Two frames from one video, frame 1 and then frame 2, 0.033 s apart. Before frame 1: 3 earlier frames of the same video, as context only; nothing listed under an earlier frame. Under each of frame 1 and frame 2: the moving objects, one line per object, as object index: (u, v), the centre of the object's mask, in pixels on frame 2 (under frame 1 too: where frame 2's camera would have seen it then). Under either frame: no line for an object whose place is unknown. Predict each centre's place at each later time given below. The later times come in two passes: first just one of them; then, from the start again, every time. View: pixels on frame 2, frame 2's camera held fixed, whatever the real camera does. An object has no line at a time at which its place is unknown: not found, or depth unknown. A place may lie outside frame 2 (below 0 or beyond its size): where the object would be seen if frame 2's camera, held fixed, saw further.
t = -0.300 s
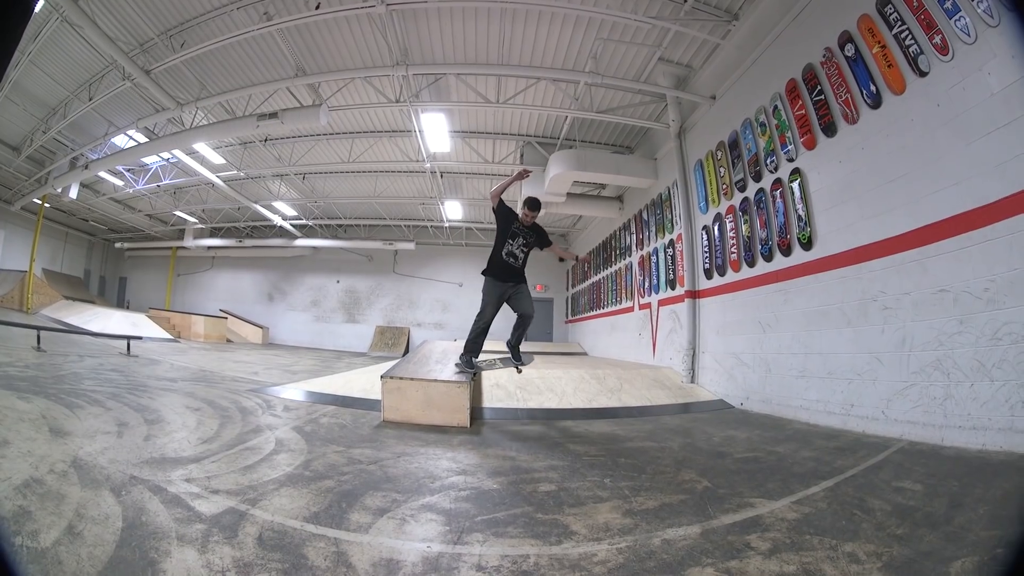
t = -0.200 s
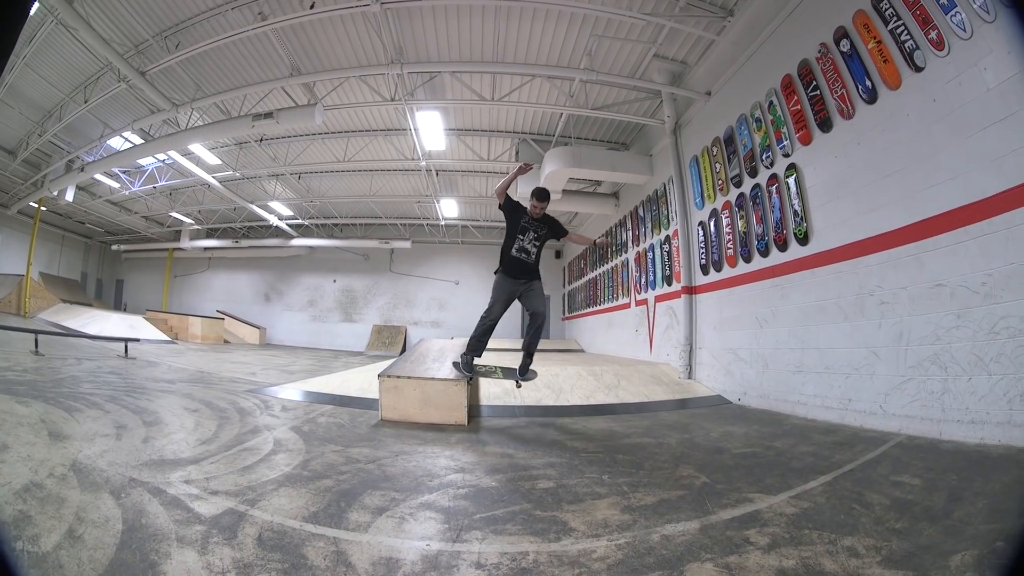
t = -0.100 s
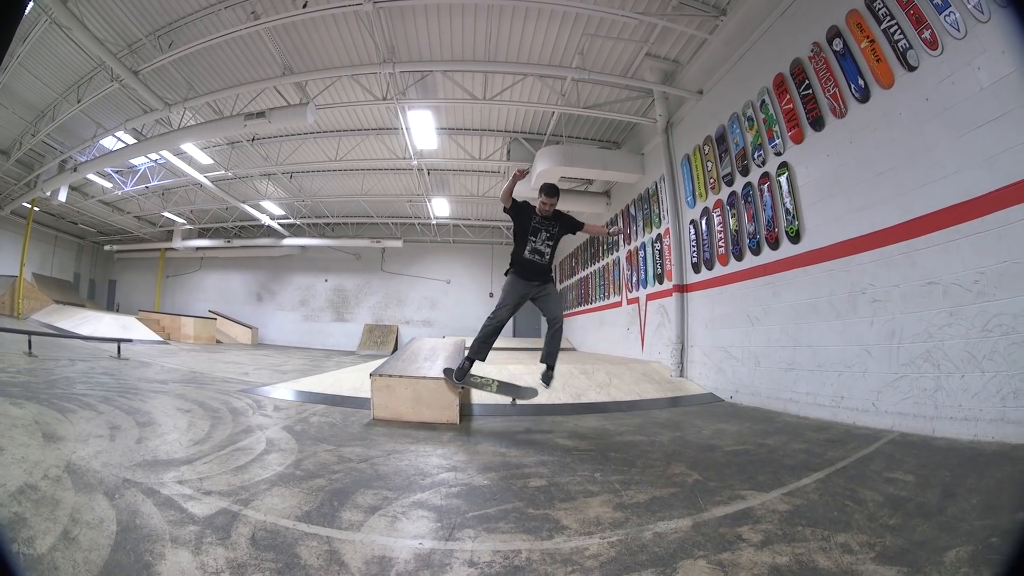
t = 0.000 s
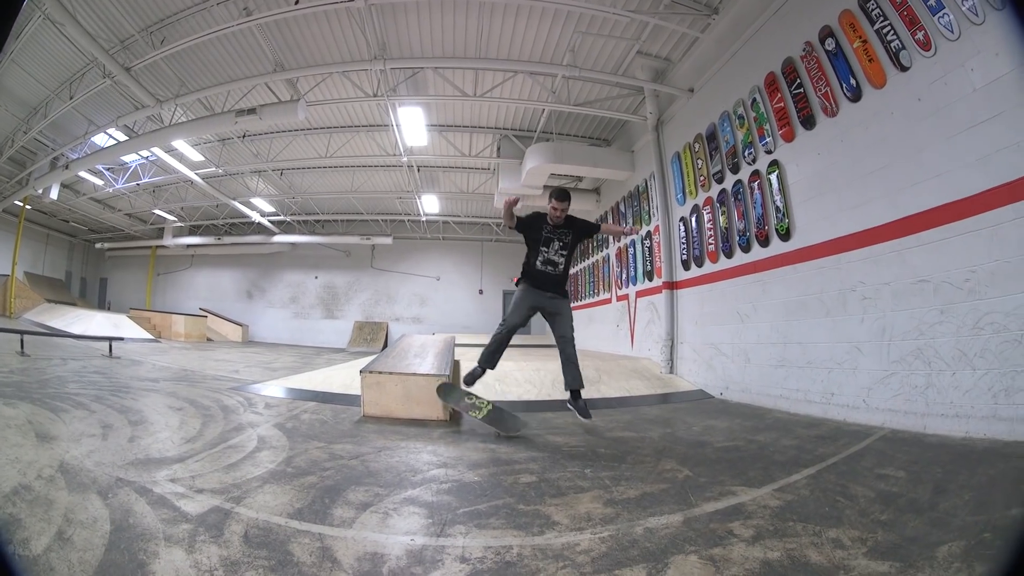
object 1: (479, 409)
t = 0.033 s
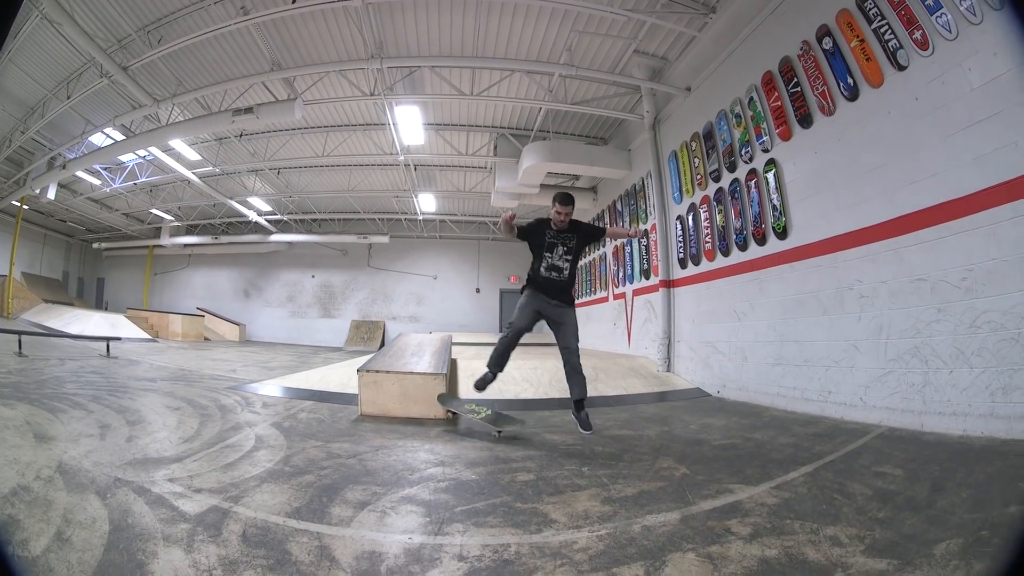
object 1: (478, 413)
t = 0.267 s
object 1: (487, 438)
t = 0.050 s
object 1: (478, 416)
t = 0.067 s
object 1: (479, 421)
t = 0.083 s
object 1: (481, 424)
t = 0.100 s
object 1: (480, 423)
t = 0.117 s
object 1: (479, 423)
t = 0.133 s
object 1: (480, 424)
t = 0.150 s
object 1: (480, 425)
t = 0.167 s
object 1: (481, 426)
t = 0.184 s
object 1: (482, 428)
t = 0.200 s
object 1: (483, 429)
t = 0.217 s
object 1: (484, 431)
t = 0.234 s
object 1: (485, 433)
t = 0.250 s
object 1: (486, 436)
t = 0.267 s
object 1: (487, 438)
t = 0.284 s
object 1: (489, 442)
